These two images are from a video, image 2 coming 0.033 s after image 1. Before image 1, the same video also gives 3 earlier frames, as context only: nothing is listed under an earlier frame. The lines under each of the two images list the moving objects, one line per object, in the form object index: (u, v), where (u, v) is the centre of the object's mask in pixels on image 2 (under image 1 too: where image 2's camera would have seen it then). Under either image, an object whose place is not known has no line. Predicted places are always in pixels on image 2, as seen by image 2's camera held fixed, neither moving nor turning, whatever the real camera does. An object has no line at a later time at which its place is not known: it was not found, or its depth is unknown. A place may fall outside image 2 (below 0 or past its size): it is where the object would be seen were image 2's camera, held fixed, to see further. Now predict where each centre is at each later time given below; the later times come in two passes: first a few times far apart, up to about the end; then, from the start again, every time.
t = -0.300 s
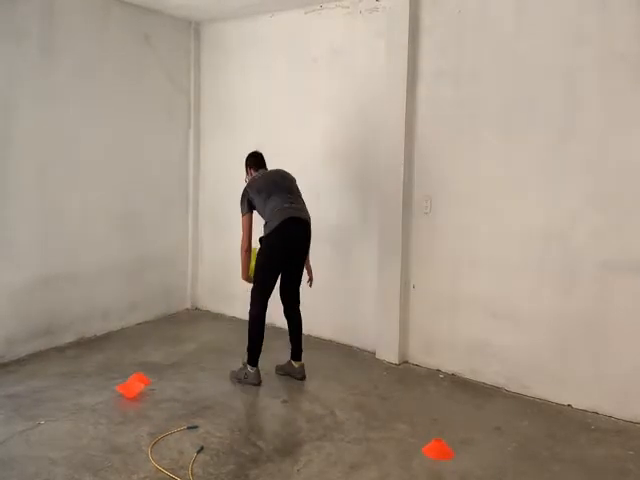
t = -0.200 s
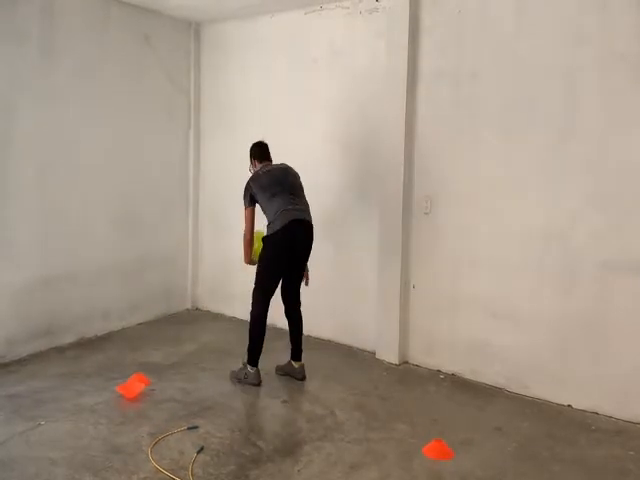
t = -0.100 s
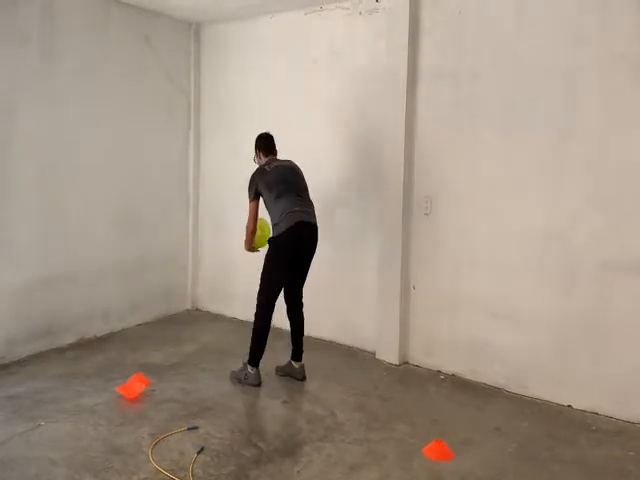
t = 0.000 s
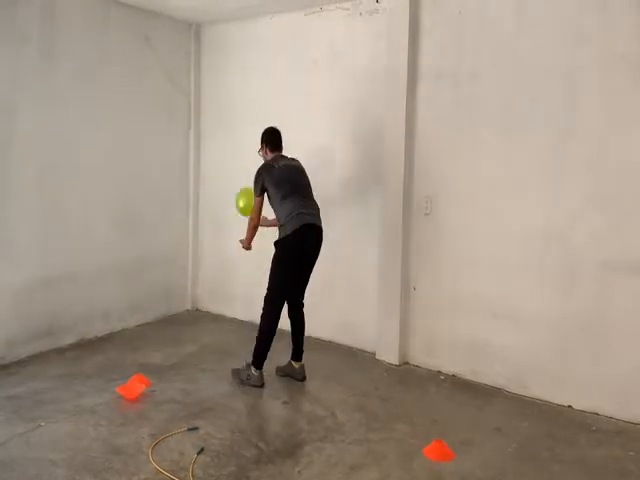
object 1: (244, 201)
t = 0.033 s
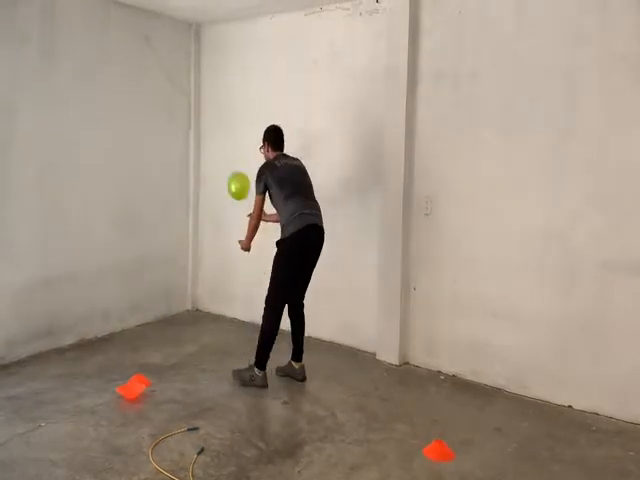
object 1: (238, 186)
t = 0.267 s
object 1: (185, 126)
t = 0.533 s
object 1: (159, 140)
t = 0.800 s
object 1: (206, 209)
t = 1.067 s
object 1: (244, 315)
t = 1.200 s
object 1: (257, 256)
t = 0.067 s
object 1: (230, 171)
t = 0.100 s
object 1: (222, 159)
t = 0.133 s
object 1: (215, 149)
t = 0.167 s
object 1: (207, 140)
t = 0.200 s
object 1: (200, 134)
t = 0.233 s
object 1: (192, 129)
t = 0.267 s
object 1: (185, 126)
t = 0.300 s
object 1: (179, 124)
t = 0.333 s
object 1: (172, 124)
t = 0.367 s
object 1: (165, 125)
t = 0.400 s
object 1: (159, 127)
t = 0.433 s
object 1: (154, 130)
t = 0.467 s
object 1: (148, 135)
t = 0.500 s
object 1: (154, 137)
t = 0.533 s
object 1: (159, 140)
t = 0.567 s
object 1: (164, 144)
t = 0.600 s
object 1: (171, 149)
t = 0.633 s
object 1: (176, 156)
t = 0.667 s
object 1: (182, 164)
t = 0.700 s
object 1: (188, 174)
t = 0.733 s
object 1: (194, 184)
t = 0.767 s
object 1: (200, 196)
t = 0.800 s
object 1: (206, 209)
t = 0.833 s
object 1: (211, 224)
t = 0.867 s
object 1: (217, 240)
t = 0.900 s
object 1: (222, 257)
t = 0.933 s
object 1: (227, 275)
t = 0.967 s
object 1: (232, 295)
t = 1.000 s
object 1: (236, 315)
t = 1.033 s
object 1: (241, 334)
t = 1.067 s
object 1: (244, 315)
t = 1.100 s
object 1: (248, 298)
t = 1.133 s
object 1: (251, 283)
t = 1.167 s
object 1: (254, 269)
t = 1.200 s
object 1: (257, 256)
